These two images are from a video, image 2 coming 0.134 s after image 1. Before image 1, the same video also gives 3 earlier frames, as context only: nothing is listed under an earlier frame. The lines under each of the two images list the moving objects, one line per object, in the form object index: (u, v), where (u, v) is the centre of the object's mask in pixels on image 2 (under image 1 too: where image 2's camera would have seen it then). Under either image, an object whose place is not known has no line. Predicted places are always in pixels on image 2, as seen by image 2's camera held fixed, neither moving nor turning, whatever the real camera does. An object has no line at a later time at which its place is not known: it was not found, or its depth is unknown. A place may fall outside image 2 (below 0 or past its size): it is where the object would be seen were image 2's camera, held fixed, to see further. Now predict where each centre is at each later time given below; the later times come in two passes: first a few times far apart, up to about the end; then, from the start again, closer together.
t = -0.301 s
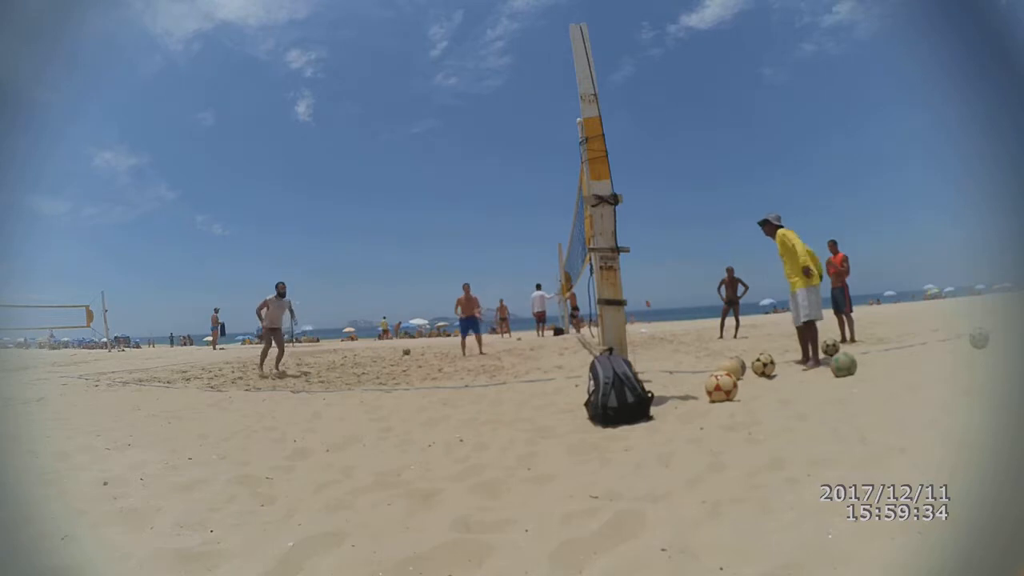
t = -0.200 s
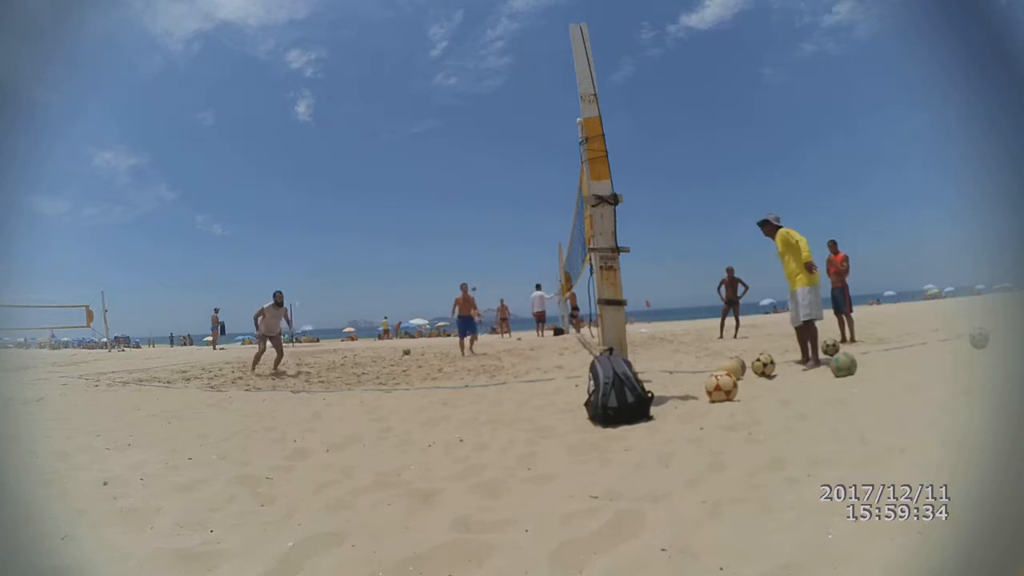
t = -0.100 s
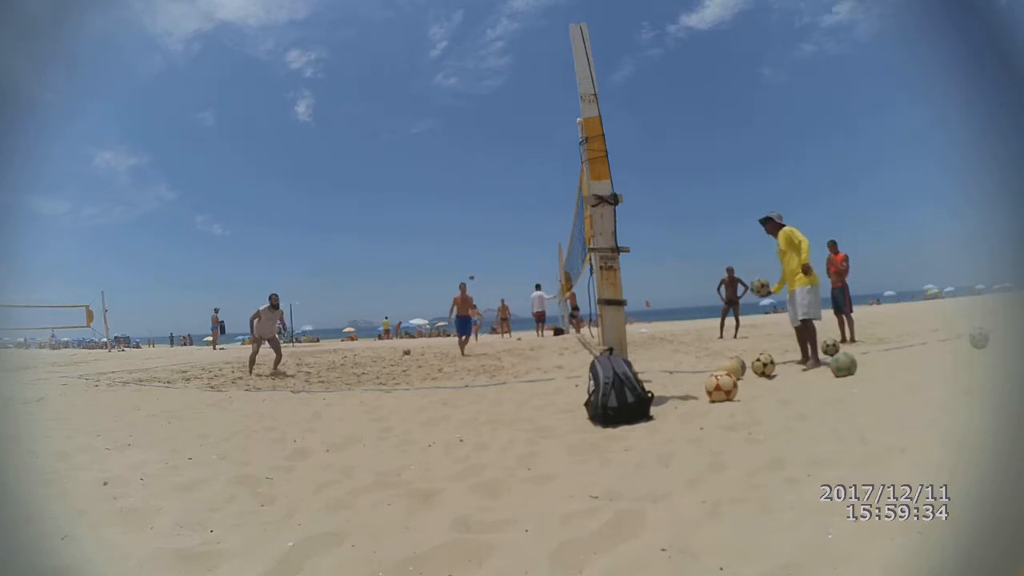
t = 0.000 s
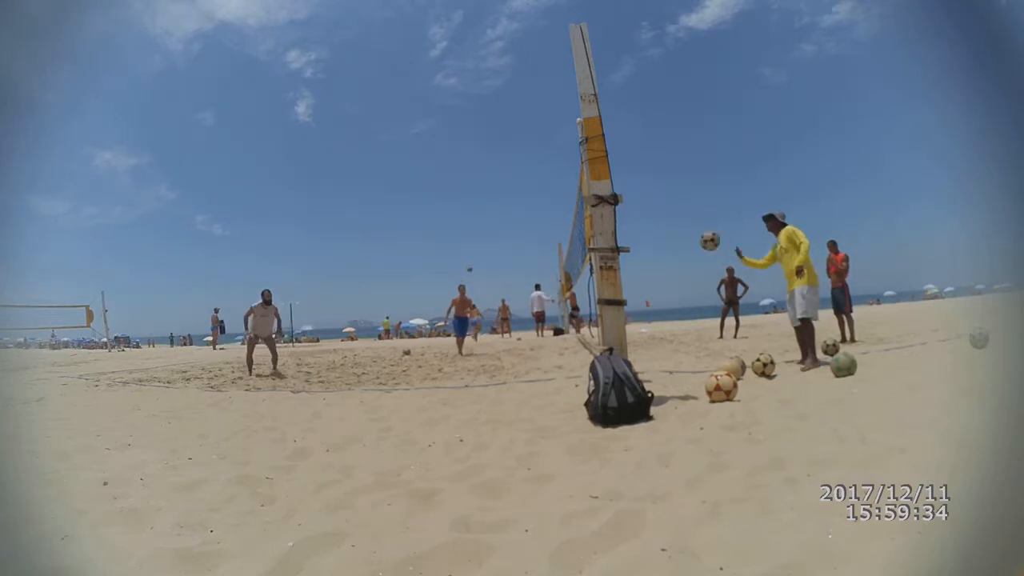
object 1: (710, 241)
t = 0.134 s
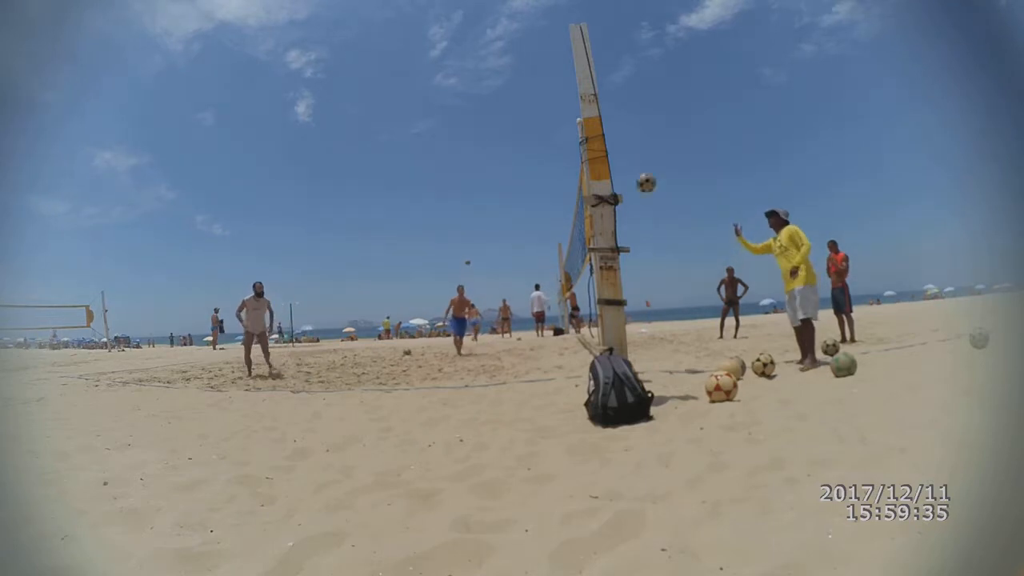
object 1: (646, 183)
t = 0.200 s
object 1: (616, 161)
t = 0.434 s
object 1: (511, 118)
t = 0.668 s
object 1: (419, 125)
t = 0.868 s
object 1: (350, 165)
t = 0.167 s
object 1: (630, 171)
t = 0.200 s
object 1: (616, 161)
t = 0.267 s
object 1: (576, 145)
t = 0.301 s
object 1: (568, 136)
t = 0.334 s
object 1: (554, 130)
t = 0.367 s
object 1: (539, 125)
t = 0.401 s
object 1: (524, 122)
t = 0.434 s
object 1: (511, 118)
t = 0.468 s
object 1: (497, 117)
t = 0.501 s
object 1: (483, 116)
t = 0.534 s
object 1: (470, 116)
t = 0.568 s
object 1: (457, 117)
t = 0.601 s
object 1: (444, 119)
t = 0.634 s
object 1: (432, 122)
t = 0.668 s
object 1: (419, 125)
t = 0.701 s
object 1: (407, 130)
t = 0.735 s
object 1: (395, 135)
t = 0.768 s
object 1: (384, 141)
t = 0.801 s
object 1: (373, 149)
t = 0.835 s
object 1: (361, 156)
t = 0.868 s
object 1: (350, 165)
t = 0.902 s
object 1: (339, 174)
